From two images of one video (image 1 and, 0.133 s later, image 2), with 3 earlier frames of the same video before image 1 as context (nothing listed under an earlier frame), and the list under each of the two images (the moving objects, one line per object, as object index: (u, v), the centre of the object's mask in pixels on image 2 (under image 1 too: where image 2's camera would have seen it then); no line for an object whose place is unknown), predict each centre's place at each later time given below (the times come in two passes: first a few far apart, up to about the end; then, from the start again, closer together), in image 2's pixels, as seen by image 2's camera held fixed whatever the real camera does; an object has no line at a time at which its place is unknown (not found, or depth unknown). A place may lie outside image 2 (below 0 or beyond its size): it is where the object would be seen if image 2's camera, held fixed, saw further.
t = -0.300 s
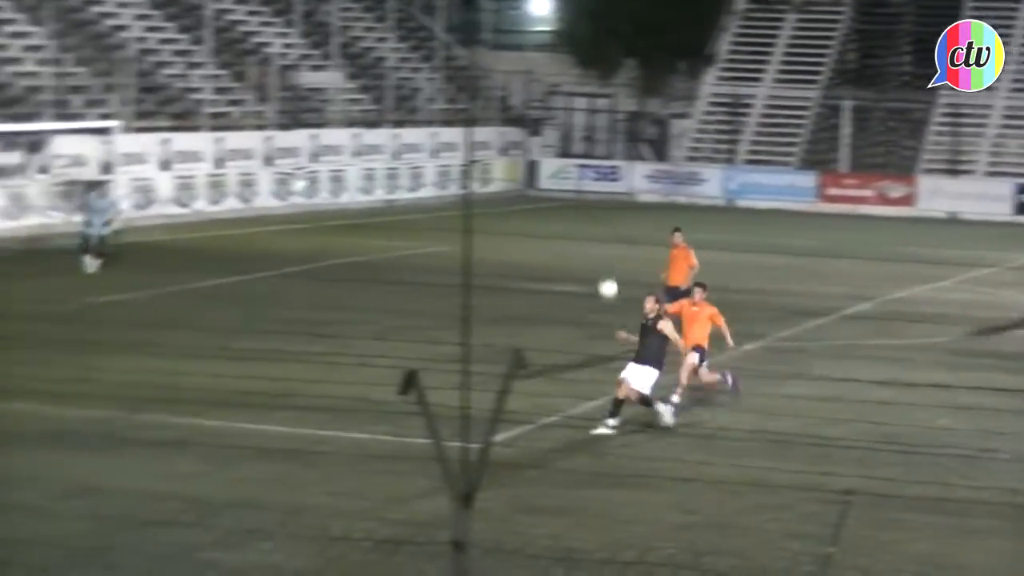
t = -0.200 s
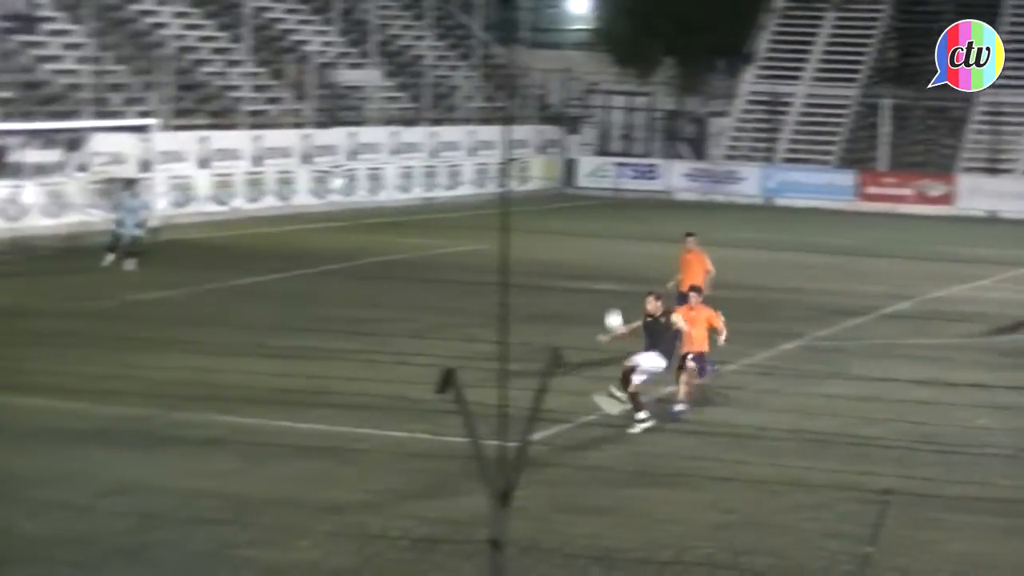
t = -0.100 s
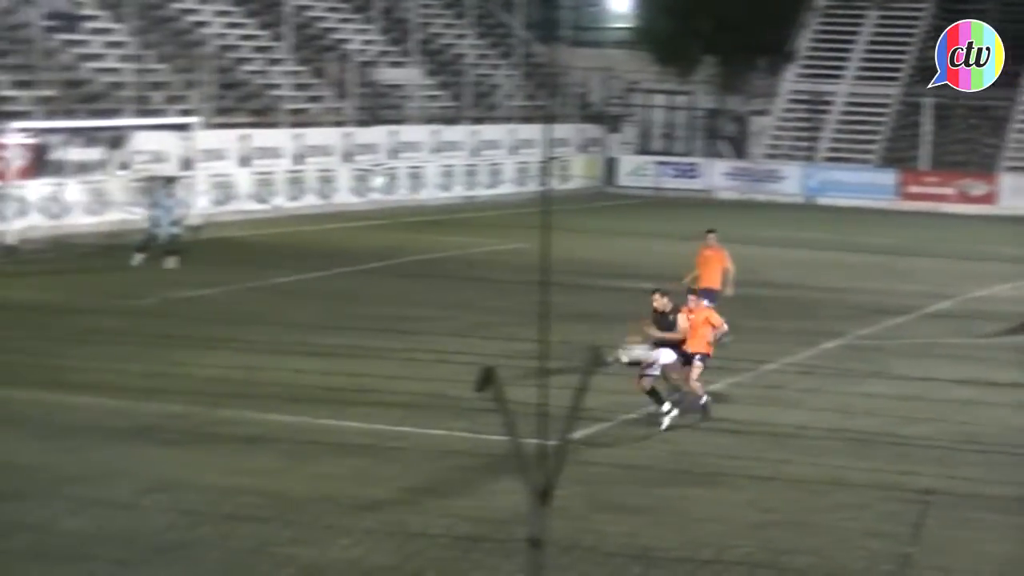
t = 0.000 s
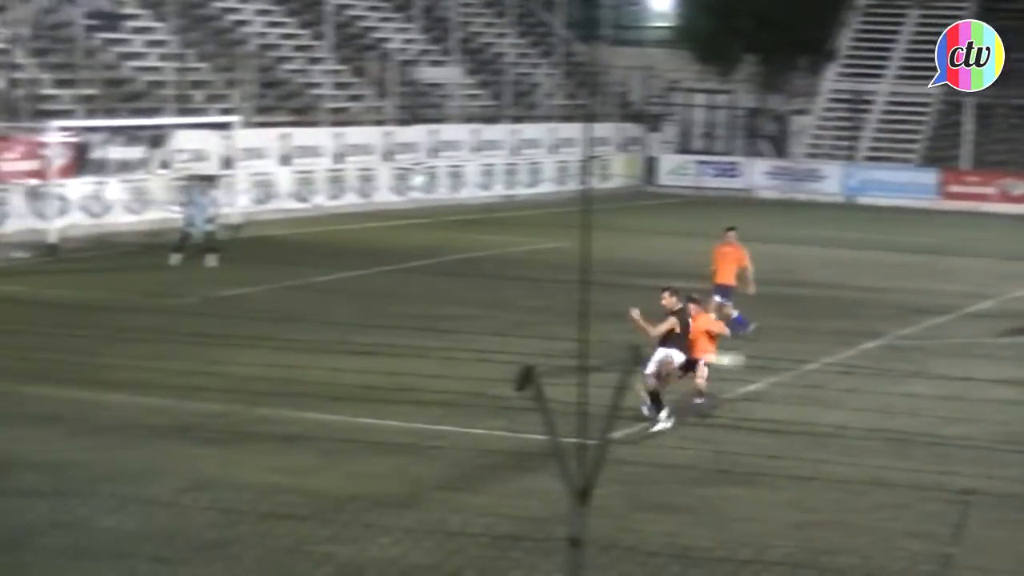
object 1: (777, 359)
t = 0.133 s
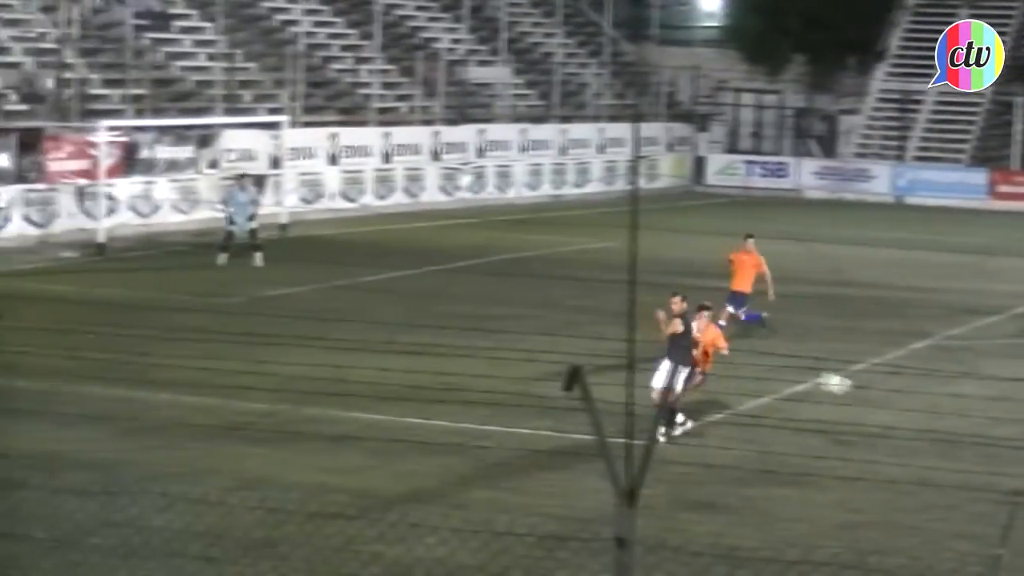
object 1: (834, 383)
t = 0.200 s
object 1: (864, 402)
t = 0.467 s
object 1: (979, 459)
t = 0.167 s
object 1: (849, 392)
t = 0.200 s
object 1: (864, 402)
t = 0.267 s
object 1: (895, 425)
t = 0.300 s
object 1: (911, 439)
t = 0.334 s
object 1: (927, 453)
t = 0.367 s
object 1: (943, 467)
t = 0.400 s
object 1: (956, 470)
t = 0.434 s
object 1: (967, 464)
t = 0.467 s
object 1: (979, 459)
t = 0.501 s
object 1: (990, 453)
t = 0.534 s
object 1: (1002, 450)
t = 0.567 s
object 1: (1014, 449)
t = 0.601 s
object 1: (1024, 446)
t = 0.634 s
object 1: (1035, 446)
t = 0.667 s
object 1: (1047, 447)
